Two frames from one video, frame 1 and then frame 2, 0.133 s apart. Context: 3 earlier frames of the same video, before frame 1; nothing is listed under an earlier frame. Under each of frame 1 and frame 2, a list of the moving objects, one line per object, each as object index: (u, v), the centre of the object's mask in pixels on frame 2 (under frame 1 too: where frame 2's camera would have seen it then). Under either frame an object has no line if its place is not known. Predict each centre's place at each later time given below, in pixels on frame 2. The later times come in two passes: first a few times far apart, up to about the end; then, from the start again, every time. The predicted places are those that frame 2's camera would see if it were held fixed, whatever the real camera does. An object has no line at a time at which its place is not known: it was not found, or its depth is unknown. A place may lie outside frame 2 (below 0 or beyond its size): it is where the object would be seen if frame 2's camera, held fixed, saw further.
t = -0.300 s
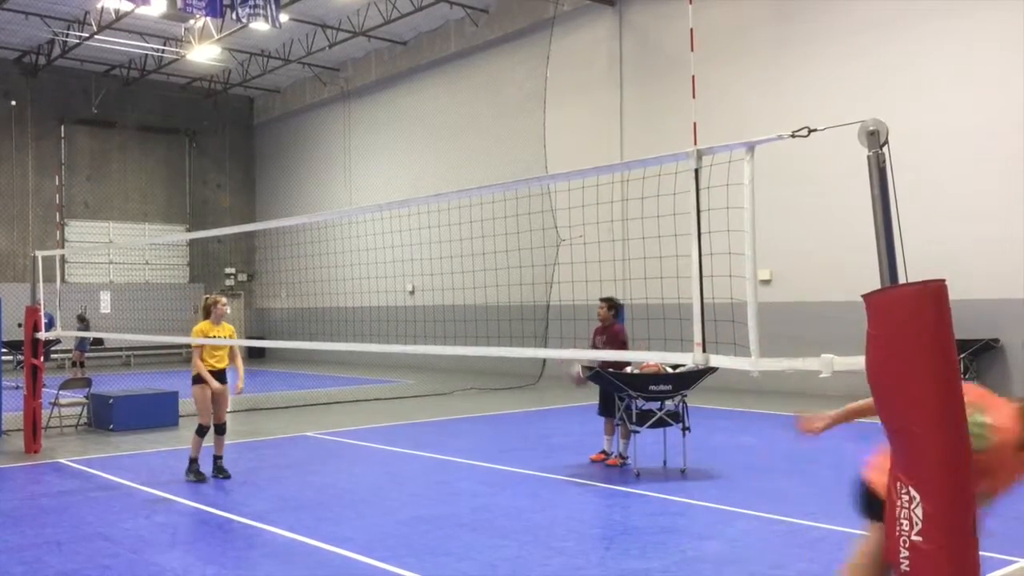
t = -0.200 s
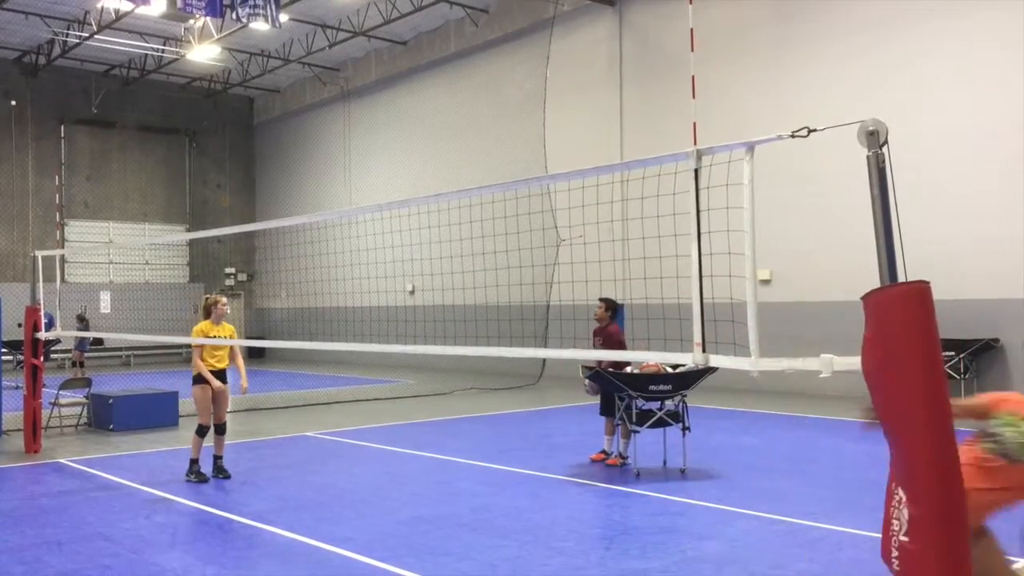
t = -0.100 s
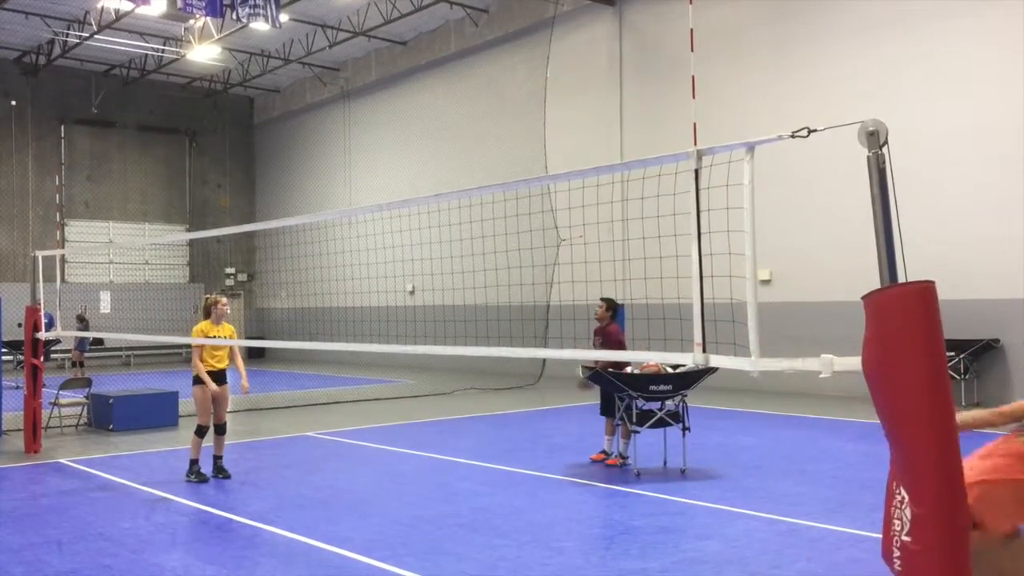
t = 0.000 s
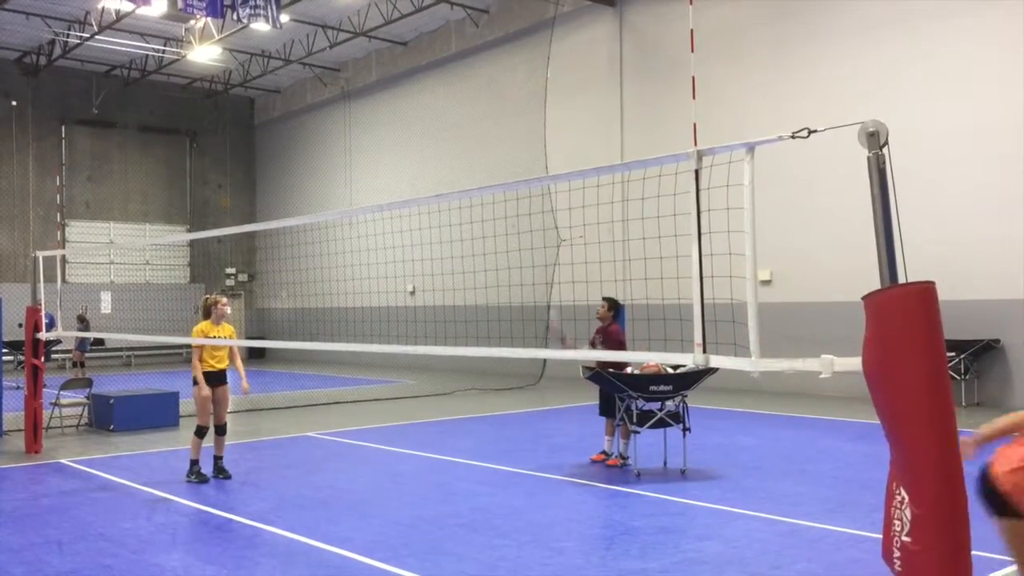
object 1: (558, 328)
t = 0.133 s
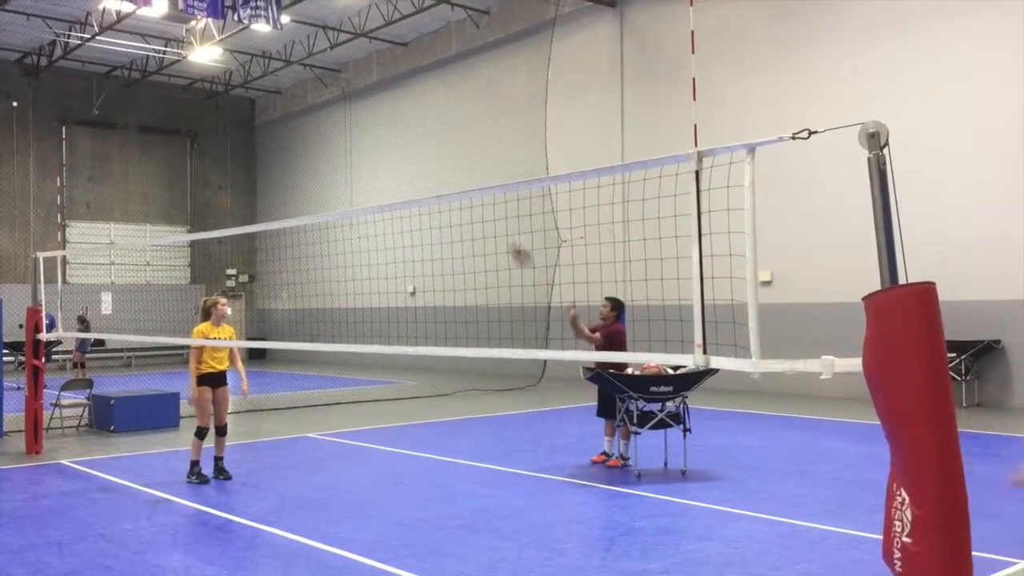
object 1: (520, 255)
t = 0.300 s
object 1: (474, 179)
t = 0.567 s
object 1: (404, 125)
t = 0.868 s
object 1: (322, 146)
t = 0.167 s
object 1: (511, 237)
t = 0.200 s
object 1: (501, 218)
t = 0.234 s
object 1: (493, 208)
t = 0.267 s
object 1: (484, 196)
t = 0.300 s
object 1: (474, 179)
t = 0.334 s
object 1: (466, 170)
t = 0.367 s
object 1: (457, 160)
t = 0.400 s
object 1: (448, 152)
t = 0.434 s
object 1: (440, 145)
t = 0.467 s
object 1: (431, 138)
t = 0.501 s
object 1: (422, 134)
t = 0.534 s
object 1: (413, 128)
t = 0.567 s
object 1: (404, 125)
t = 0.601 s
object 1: (395, 123)
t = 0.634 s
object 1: (386, 122)
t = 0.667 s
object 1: (376, 122)
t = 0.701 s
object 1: (368, 122)
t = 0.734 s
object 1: (359, 125)
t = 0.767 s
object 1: (349, 129)
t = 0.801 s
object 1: (340, 134)
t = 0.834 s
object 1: (331, 139)
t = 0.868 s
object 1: (322, 146)
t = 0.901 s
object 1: (313, 154)
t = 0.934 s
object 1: (304, 163)
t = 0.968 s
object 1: (295, 174)
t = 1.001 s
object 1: (286, 185)
